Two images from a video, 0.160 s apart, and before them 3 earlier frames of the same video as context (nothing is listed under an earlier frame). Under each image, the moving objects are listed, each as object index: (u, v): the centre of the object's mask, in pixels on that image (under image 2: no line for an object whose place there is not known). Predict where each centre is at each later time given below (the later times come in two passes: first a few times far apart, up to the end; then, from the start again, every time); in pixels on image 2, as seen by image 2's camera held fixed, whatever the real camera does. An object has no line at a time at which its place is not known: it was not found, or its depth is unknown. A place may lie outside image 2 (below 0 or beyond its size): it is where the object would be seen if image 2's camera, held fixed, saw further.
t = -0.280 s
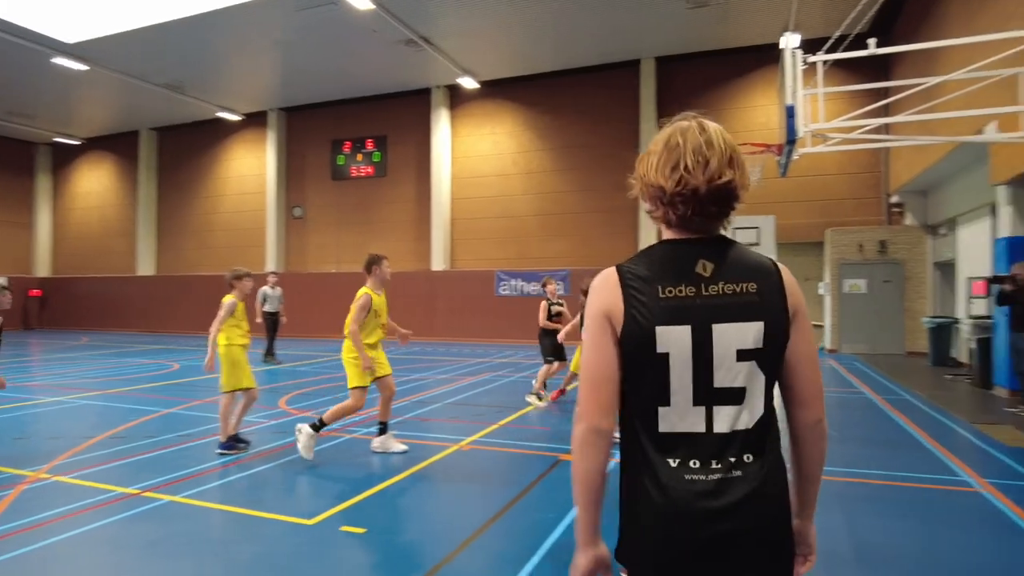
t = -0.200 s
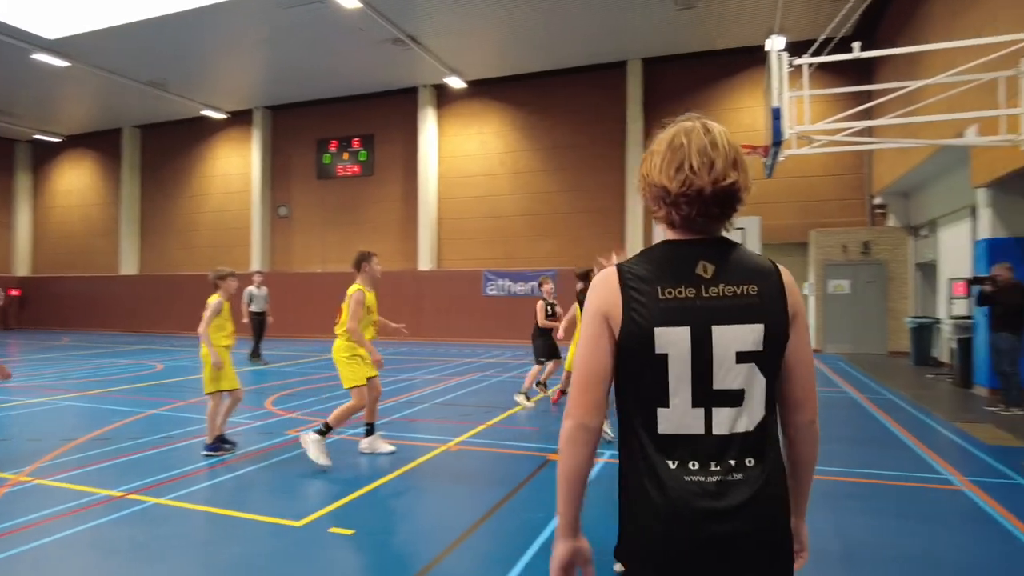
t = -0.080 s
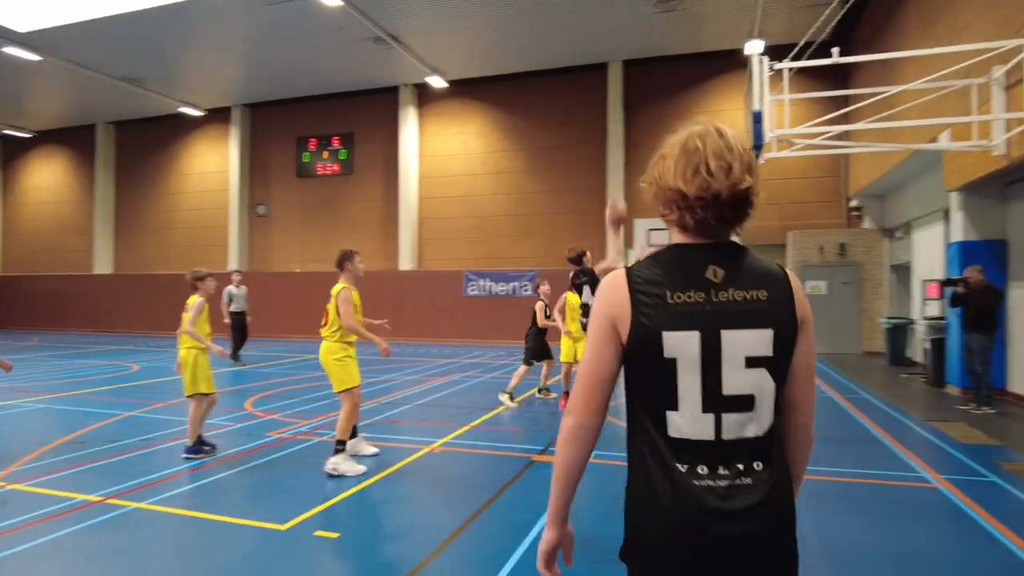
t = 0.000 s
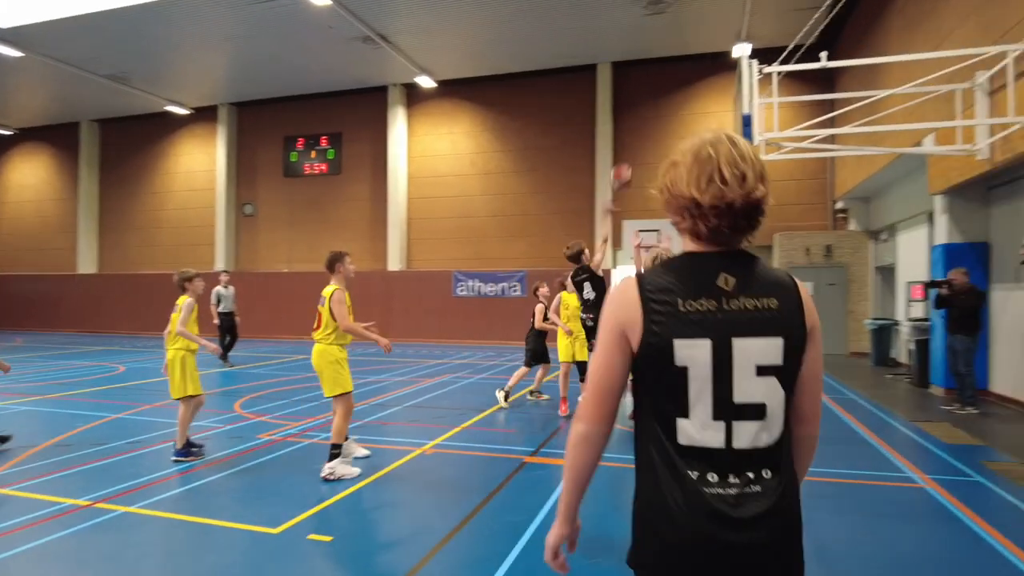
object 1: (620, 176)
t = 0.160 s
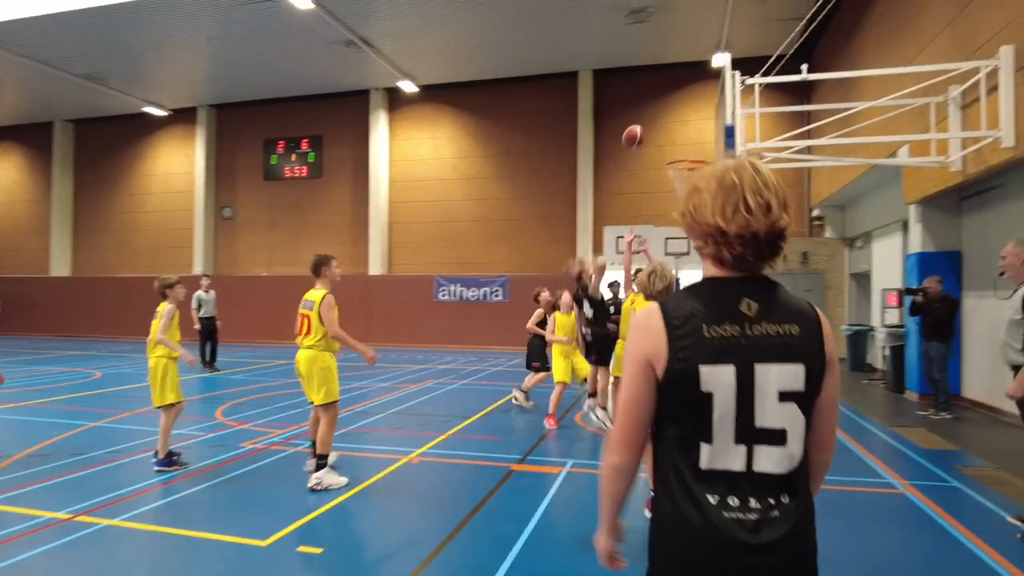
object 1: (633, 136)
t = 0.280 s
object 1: (652, 118)
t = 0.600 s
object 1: (699, 131)
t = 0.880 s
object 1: (703, 138)
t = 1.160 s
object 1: (683, 168)
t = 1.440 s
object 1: (681, 219)
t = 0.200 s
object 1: (639, 128)
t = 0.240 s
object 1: (646, 123)
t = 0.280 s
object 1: (652, 118)
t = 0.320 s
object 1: (659, 115)
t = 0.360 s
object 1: (665, 113)
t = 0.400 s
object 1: (671, 112)
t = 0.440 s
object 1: (676, 113)
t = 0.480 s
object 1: (681, 115)
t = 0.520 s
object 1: (687, 120)
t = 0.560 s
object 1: (692, 125)
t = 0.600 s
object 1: (699, 131)
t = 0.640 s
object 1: (702, 139)
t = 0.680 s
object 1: (706, 147)
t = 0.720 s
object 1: (710, 150)
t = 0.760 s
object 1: (712, 144)
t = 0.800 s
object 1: (708, 141)
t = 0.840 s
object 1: (706, 139)
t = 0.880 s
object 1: (703, 138)
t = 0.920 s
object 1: (701, 138)
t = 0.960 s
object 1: (698, 140)
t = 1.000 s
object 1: (695, 143)
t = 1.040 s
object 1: (692, 147)
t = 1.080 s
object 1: (689, 153)
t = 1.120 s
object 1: (686, 157)
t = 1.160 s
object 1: (683, 168)
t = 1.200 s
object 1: (679, 175)
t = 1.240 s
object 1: (678, 187)
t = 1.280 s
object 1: (678, 191)
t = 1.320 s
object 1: (679, 195)
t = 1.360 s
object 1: (680, 201)
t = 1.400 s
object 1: (680, 209)
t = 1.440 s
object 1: (681, 219)
